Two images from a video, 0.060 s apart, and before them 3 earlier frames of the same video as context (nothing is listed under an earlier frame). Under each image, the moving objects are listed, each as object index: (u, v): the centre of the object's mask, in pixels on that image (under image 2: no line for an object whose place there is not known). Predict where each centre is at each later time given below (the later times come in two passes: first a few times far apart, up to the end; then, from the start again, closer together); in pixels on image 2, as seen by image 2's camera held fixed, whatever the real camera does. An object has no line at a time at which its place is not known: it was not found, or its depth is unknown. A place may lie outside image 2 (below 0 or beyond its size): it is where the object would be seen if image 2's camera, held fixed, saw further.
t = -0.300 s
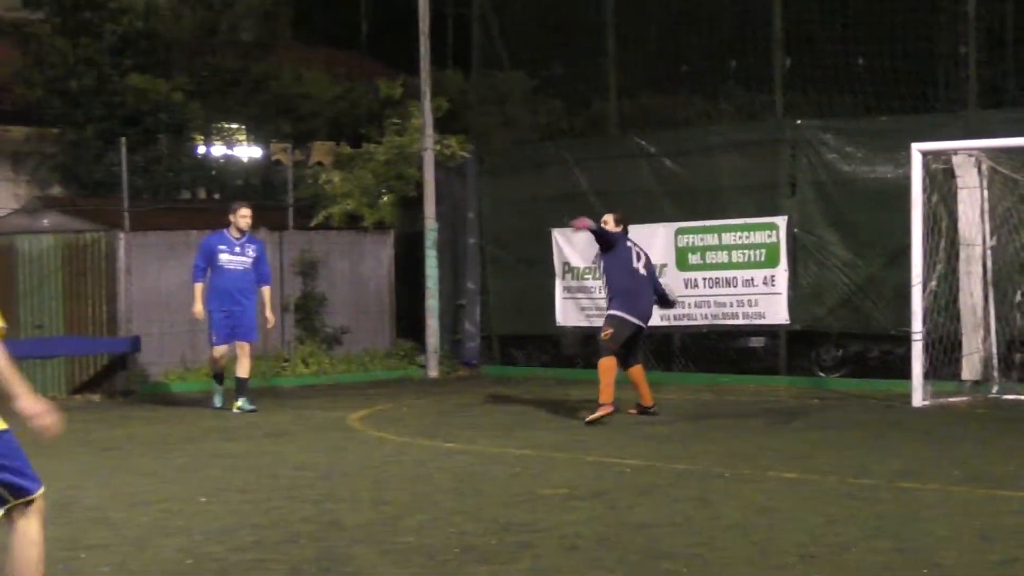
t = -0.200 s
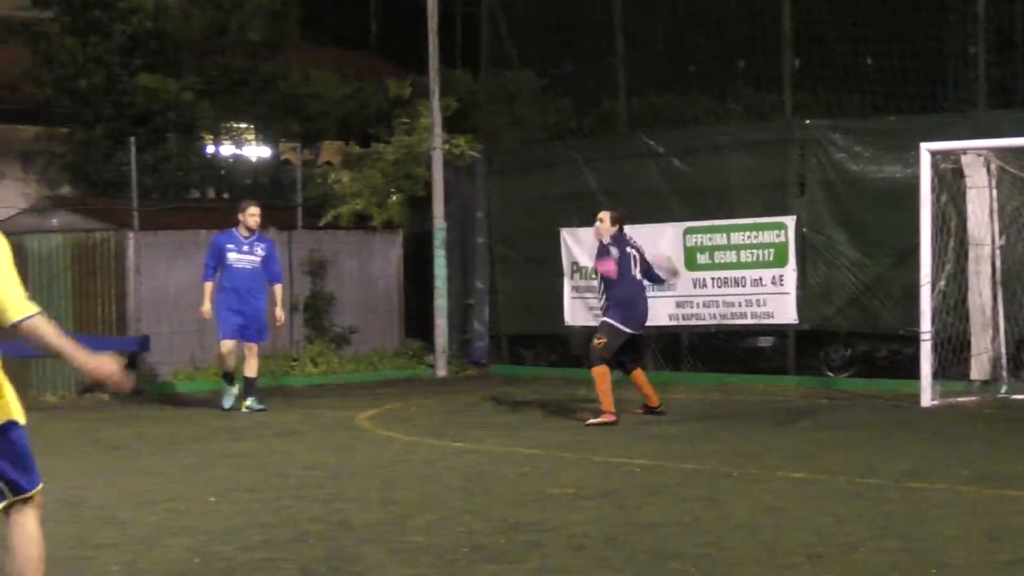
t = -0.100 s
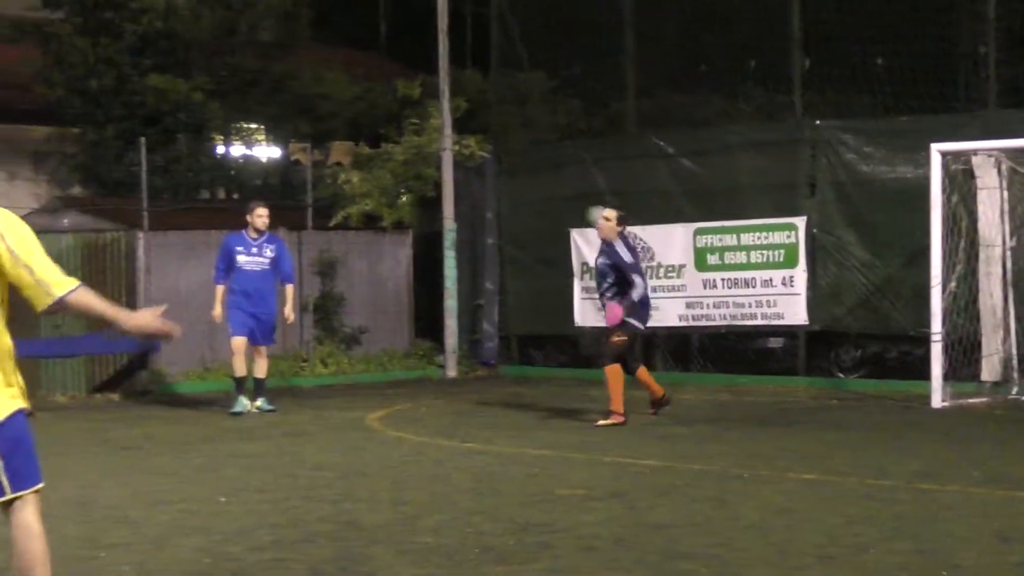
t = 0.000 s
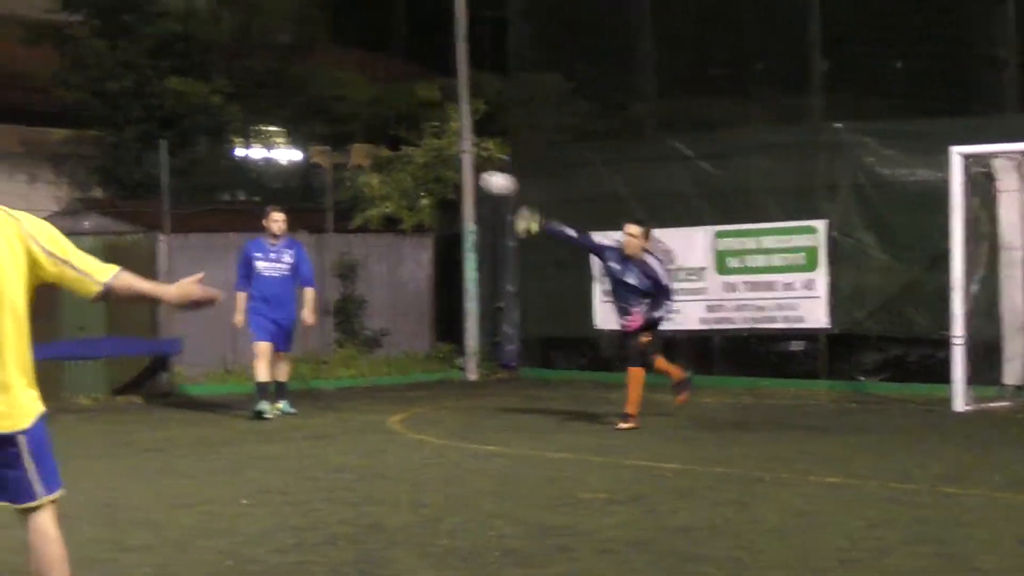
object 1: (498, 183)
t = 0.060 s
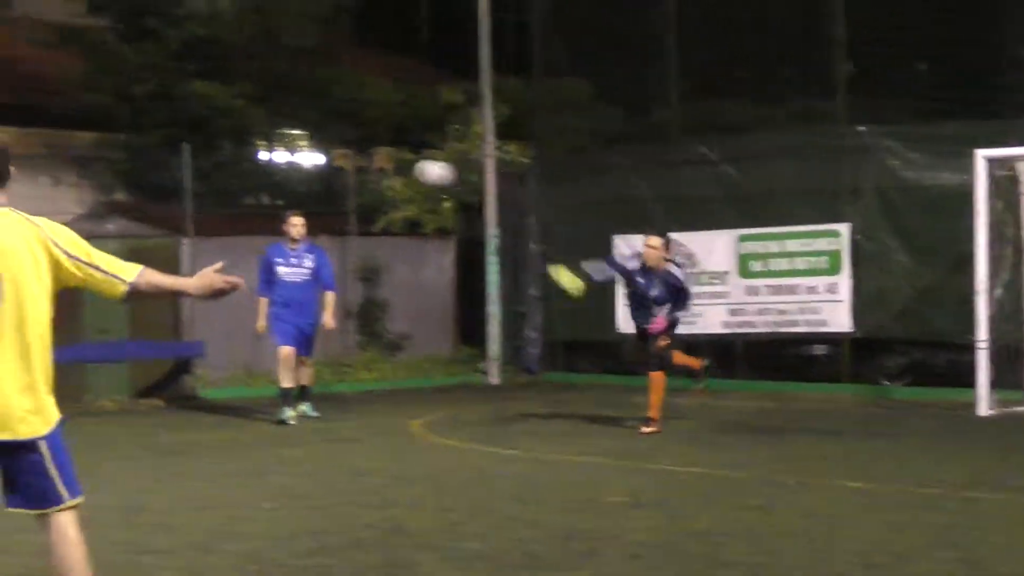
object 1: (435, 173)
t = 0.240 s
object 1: (121, 148)
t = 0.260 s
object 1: (81, 147)
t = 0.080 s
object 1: (404, 168)
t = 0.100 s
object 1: (372, 164)
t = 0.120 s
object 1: (342, 161)
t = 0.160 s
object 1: (266, 155)
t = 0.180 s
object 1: (235, 153)
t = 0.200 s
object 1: (199, 151)
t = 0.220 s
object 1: (160, 149)
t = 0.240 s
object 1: (121, 148)
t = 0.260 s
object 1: (81, 147)
